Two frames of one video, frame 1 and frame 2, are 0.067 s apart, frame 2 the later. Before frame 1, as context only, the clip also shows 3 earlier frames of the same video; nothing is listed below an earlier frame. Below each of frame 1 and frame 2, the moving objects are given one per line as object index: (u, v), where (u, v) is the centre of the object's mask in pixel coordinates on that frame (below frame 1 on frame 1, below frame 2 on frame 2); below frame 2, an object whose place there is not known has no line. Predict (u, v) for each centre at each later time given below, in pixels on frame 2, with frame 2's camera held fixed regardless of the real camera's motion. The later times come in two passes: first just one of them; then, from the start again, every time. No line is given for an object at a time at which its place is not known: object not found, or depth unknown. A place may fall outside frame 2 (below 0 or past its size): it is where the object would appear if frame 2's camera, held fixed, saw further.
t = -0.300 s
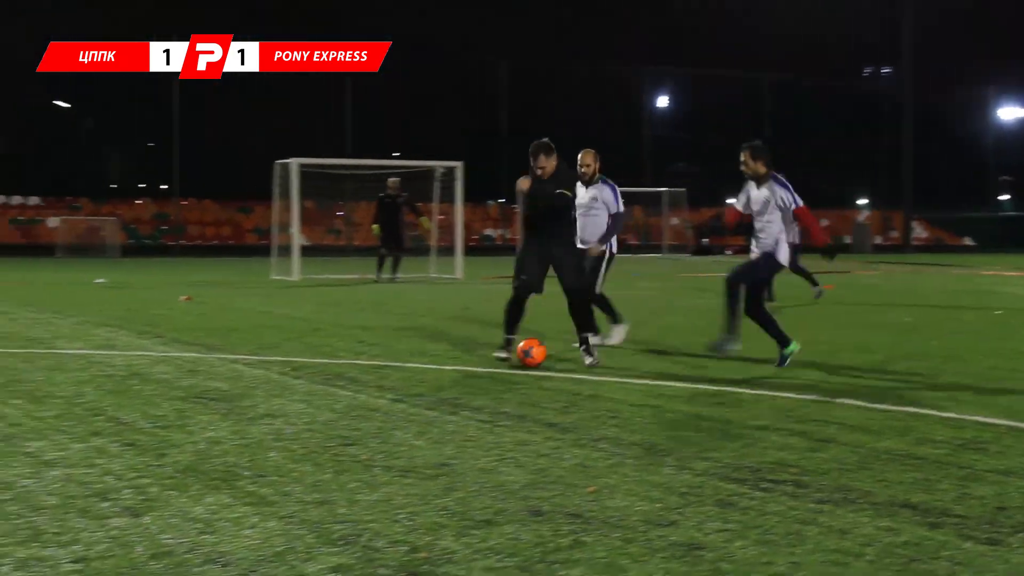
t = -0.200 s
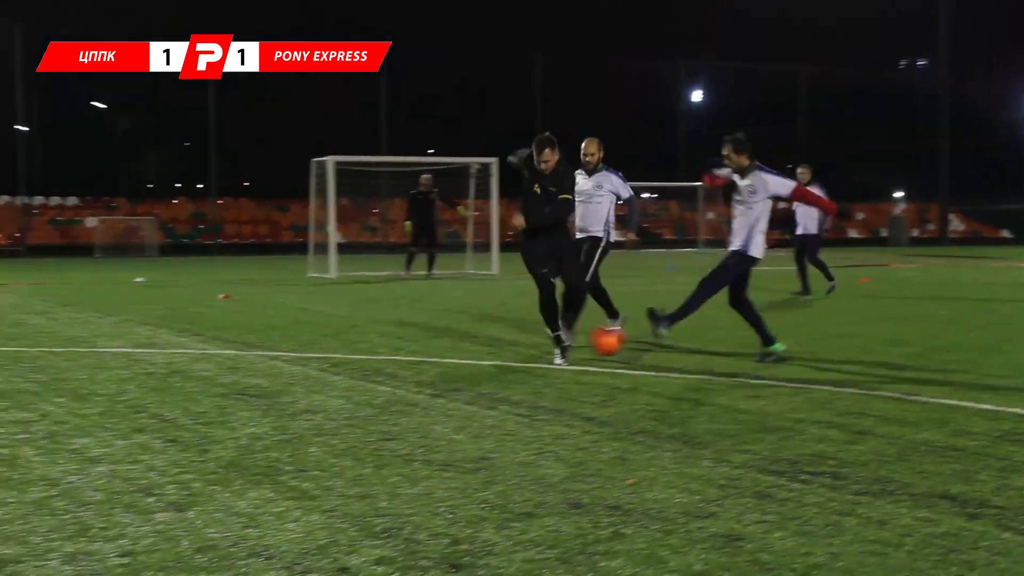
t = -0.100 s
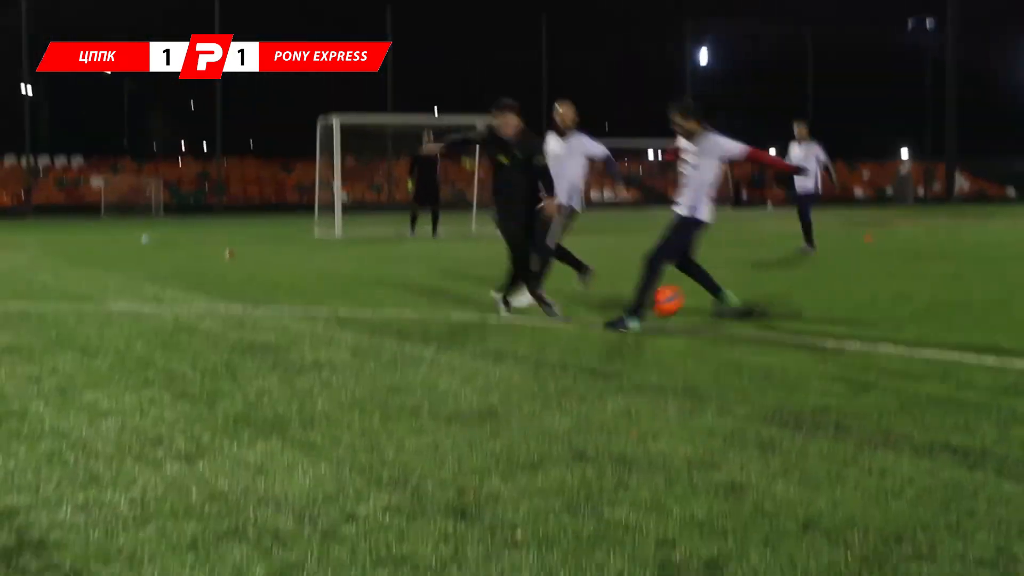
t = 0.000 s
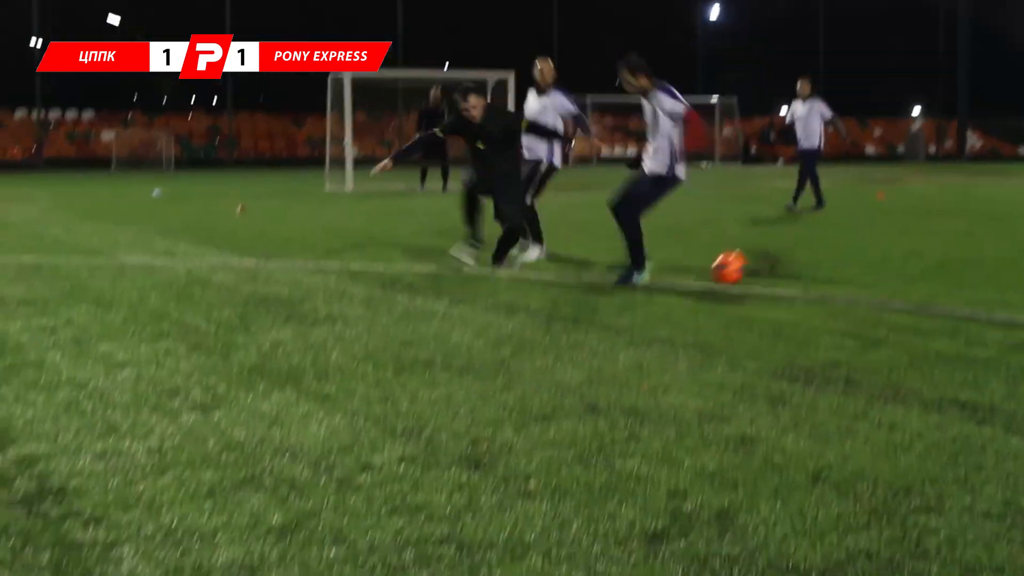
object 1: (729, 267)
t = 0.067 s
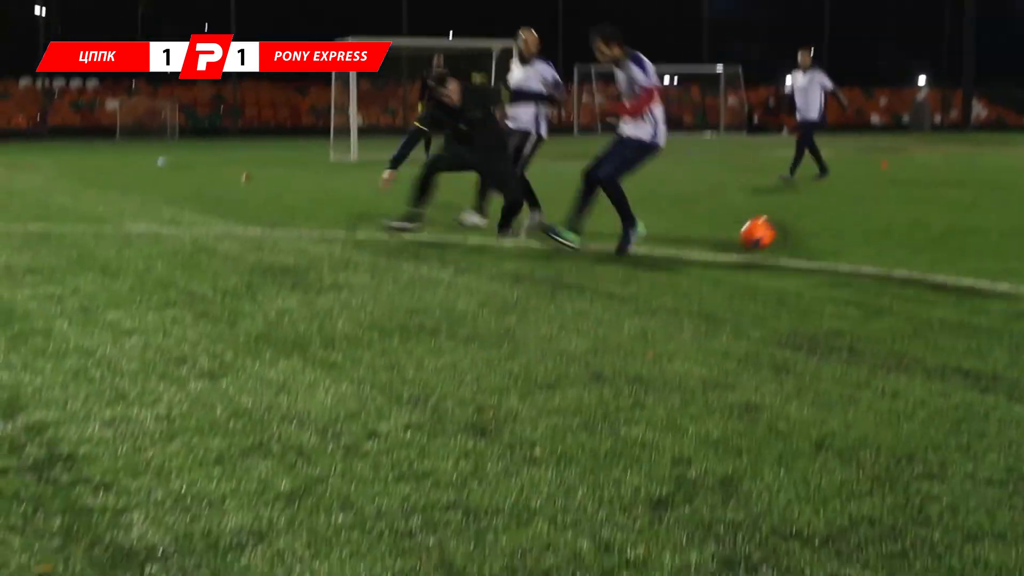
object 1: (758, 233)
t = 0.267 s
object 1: (827, 244)
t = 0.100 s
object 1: (769, 234)
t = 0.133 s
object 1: (782, 236)
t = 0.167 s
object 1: (794, 240)
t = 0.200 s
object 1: (806, 245)
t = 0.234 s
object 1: (817, 245)
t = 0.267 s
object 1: (827, 244)
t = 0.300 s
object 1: (836, 244)
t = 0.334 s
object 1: (845, 246)
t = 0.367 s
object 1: (855, 248)
